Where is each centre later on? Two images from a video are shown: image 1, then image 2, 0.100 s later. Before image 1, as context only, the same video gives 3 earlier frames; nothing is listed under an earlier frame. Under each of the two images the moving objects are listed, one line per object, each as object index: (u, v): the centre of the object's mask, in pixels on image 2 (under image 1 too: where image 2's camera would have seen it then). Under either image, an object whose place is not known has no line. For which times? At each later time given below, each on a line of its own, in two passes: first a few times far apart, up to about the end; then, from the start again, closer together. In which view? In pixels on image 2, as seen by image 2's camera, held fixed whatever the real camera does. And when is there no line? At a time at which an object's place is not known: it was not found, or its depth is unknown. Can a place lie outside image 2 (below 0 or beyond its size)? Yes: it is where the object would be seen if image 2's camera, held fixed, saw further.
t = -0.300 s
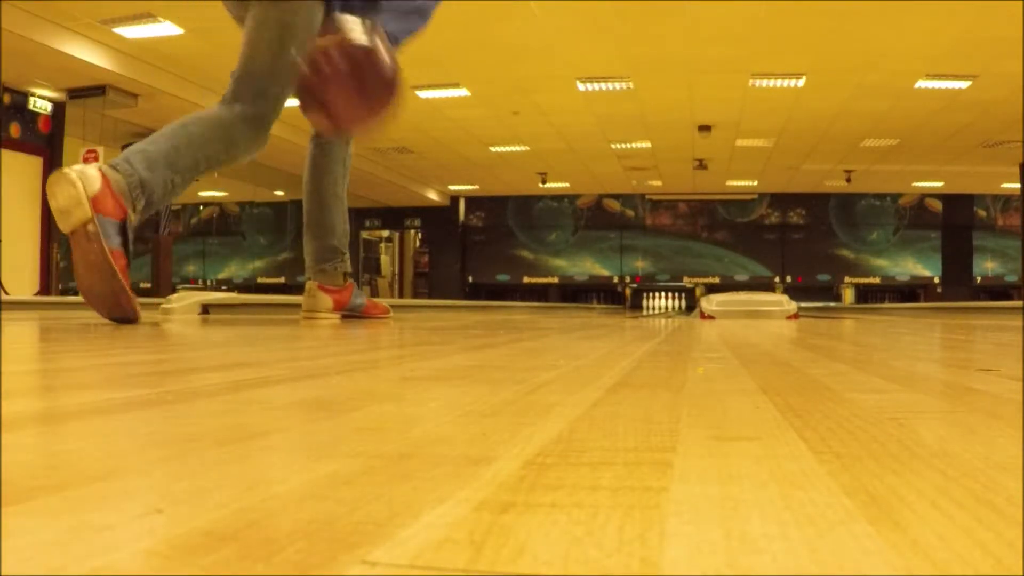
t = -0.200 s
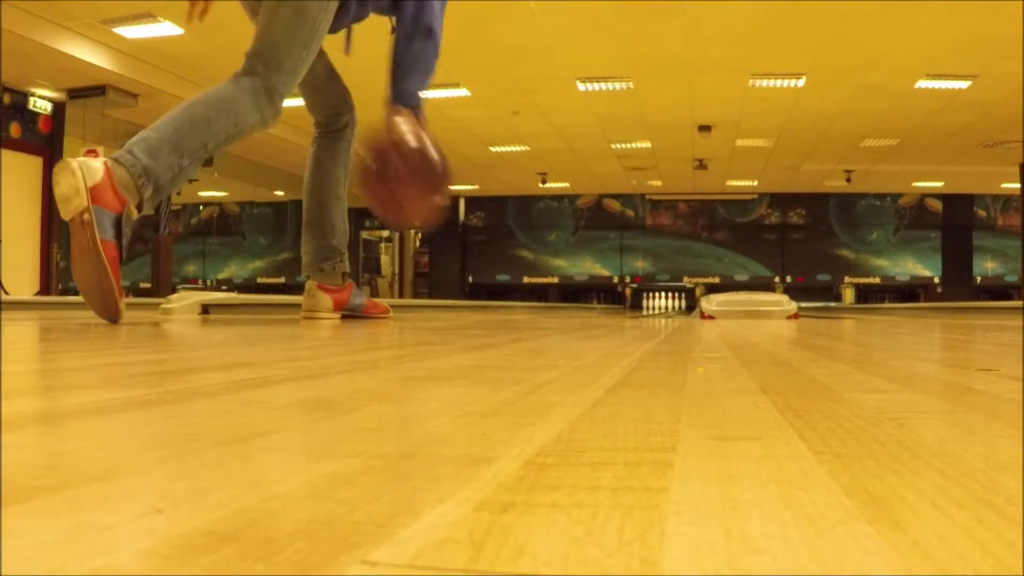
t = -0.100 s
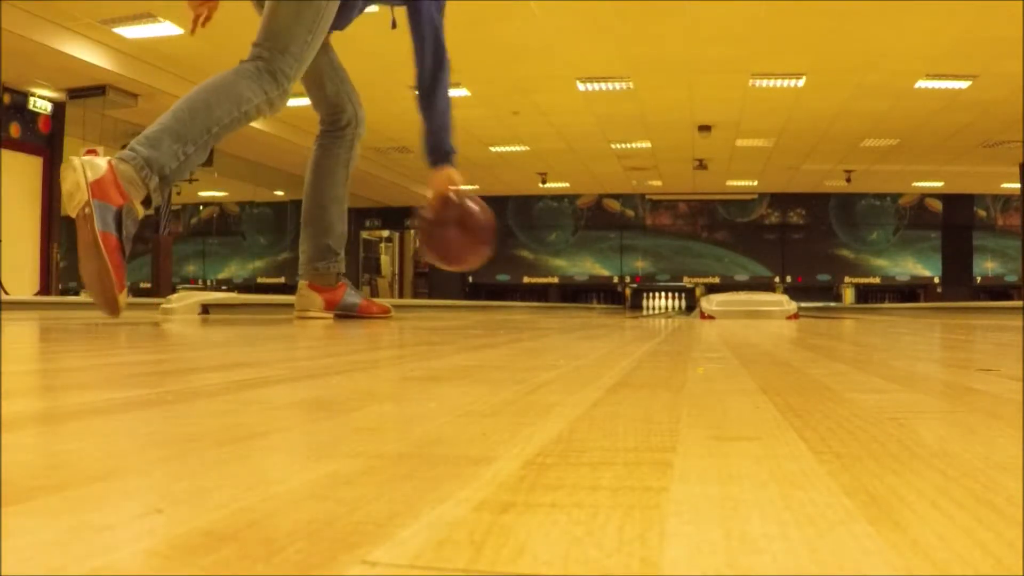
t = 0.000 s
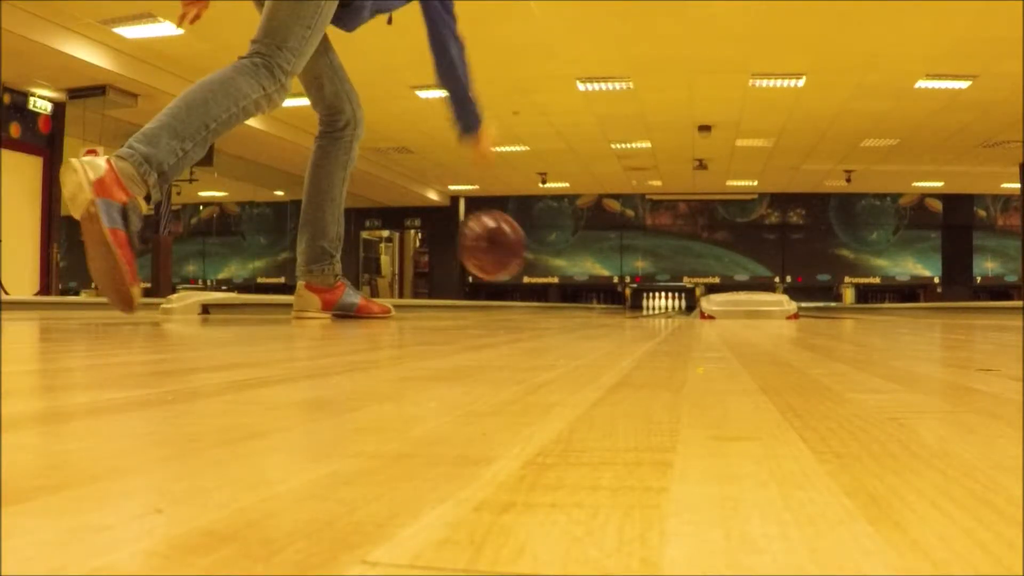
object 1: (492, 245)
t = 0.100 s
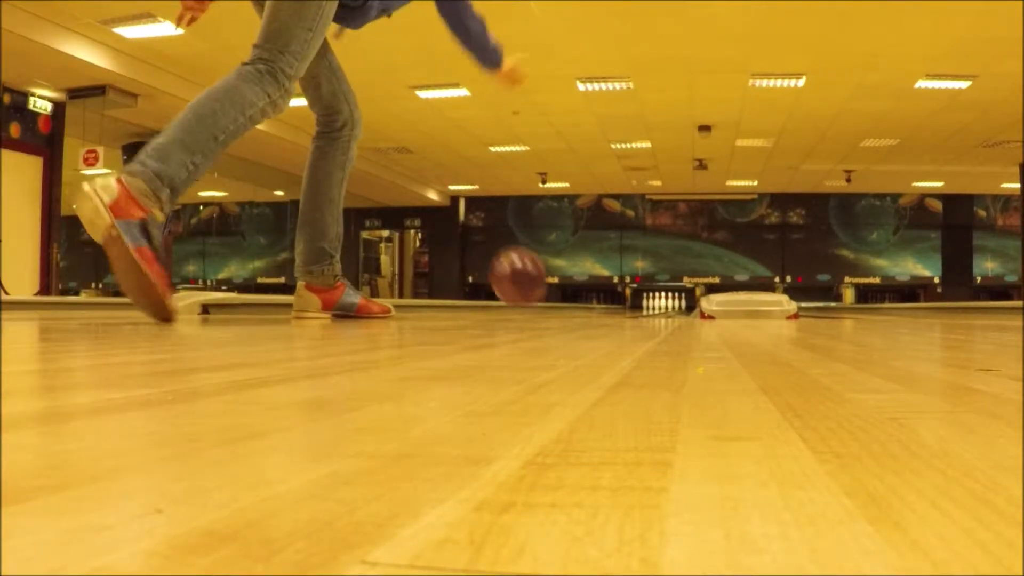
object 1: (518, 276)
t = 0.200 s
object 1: (539, 288)
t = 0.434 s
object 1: (569, 294)
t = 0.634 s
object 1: (586, 296)
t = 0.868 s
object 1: (600, 298)
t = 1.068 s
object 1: (608, 299)
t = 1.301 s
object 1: (615, 300)
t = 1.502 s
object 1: (621, 301)
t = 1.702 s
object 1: (625, 301)
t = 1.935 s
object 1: (630, 302)
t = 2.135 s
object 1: (633, 302)
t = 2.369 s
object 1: (634, 303)
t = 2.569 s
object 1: (635, 303)
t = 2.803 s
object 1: (637, 303)
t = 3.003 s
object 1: (639, 303)
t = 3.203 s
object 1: (641, 302)
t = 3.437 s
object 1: (642, 302)
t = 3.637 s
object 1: (644, 302)
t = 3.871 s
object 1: (645, 303)
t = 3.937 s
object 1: (645, 303)
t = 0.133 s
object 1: (527, 286)
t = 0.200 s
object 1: (539, 288)
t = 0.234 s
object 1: (544, 290)
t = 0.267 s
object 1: (549, 291)
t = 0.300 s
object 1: (554, 291)
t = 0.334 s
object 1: (558, 292)
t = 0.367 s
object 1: (562, 293)
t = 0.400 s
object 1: (566, 293)
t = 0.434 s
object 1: (569, 294)
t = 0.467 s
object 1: (572, 294)
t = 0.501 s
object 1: (576, 294)
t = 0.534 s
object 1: (578, 295)
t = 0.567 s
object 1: (581, 295)
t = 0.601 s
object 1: (584, 296)
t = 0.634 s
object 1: (586, 296)
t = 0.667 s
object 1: (588, 296)
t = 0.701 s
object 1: (590, 296)
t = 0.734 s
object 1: (592, 296)
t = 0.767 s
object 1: (594, 297)
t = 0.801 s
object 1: (596, 297)
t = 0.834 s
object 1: (598, 297)
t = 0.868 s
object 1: (600, 298)
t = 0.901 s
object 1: (601, 298)
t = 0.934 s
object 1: (603, 298)
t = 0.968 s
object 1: (604, 298)
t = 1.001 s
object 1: (606, 298)
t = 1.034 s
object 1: (607, 299)
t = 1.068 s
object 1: (608, 299)
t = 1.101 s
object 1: (609, 299)
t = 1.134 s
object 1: (610, 299)
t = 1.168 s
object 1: (611, 300)
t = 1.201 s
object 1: (612, 299)
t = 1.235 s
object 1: (613, 300)
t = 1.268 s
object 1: (614, 300)
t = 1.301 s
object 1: (615, 300)
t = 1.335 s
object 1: (617, 301)
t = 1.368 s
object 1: (618, 301)
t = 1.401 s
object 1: (619, 301)
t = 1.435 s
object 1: (619, 301)
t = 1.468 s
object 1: (620, 301)
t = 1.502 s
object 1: (621, 301)
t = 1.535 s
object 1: (622, 301)
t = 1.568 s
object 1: (622, 301)
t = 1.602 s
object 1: (624, 301)
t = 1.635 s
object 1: (624, 301)
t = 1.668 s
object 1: (625, 301)
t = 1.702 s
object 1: (625, 301)
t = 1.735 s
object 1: (626, 301)
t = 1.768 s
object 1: (627, 301)
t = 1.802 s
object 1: (628, 302)
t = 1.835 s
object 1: (629, 302)
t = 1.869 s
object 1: (629, 302)
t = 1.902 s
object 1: (629, 302)
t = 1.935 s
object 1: (630, 302)
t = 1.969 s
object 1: (630, 302)
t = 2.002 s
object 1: (632, 302)
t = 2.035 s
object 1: (632, 302)
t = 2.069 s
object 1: (632, 302)
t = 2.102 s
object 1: (632, 302)
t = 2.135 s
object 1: (633, 302)
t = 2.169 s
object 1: (633, 302)
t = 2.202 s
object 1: (633, 302)
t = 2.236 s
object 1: (633, 303)
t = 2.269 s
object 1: (633, 303)
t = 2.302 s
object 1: (633, 303)
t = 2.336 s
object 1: (634, 303)
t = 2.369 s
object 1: (634, 303)
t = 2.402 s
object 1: (634, 303)
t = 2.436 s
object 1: (635, 303)
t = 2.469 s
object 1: (635, 303)
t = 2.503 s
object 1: (635, 303)
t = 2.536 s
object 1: (635, 303)
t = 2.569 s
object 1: (635, 303)
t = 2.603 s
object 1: (636, 304)
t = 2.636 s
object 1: (636, 303)
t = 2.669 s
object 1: (637, 303)
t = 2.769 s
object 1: (637, 303)
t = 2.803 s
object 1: (637, 303)
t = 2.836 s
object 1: (637, 303)
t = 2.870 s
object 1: (638, 303)
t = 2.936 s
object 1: (637, 303)
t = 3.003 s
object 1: (639, 303)
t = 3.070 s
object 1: (639, 303)
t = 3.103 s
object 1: (640, 302)
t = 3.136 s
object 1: (640, 302)
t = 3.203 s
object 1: (641, 302)
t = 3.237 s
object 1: (642, 302)
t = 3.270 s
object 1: (642, 302)
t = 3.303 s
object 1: (642, 302)
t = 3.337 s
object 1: (642, 302)
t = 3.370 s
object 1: (642, 301)
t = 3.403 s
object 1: (642, 301)
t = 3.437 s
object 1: (642, 302)
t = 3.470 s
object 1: (642, 302)
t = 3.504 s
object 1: (641, 302)
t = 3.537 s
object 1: (641, 302)
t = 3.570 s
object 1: (641, 302)
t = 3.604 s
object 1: (643, 302)
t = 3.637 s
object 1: (644, 302)
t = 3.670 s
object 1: (645, 302)
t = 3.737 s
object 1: (643, 302)
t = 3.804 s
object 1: (644, 302)
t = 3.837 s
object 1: (644, 302)
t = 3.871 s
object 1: (645, 303)
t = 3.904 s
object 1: (645, 302)
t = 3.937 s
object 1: (645, 303)
